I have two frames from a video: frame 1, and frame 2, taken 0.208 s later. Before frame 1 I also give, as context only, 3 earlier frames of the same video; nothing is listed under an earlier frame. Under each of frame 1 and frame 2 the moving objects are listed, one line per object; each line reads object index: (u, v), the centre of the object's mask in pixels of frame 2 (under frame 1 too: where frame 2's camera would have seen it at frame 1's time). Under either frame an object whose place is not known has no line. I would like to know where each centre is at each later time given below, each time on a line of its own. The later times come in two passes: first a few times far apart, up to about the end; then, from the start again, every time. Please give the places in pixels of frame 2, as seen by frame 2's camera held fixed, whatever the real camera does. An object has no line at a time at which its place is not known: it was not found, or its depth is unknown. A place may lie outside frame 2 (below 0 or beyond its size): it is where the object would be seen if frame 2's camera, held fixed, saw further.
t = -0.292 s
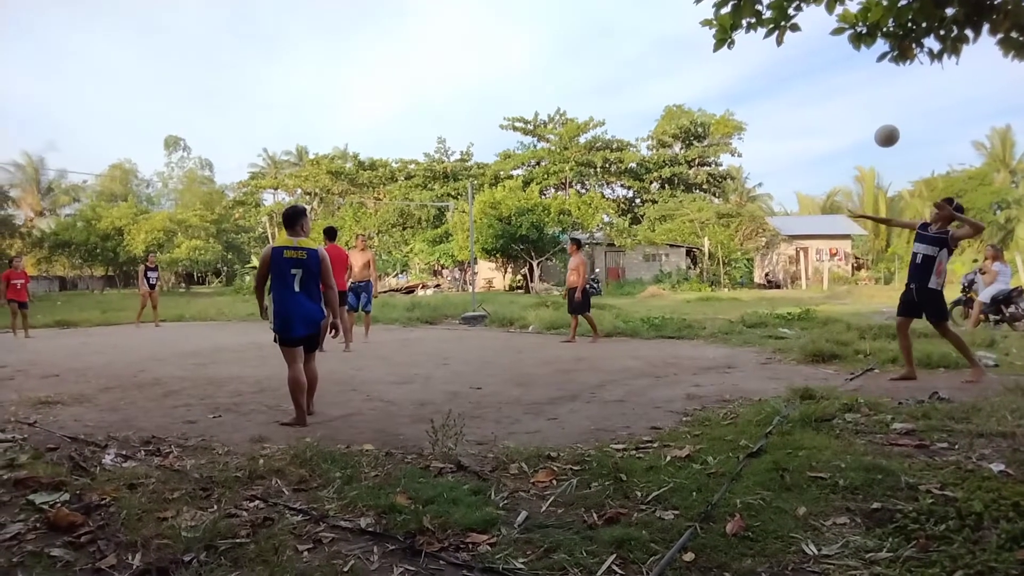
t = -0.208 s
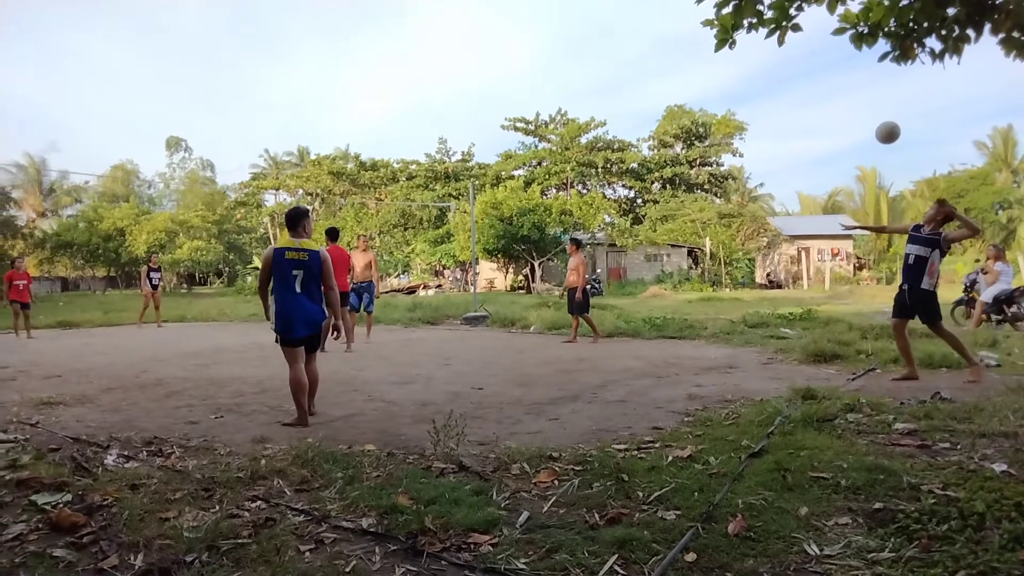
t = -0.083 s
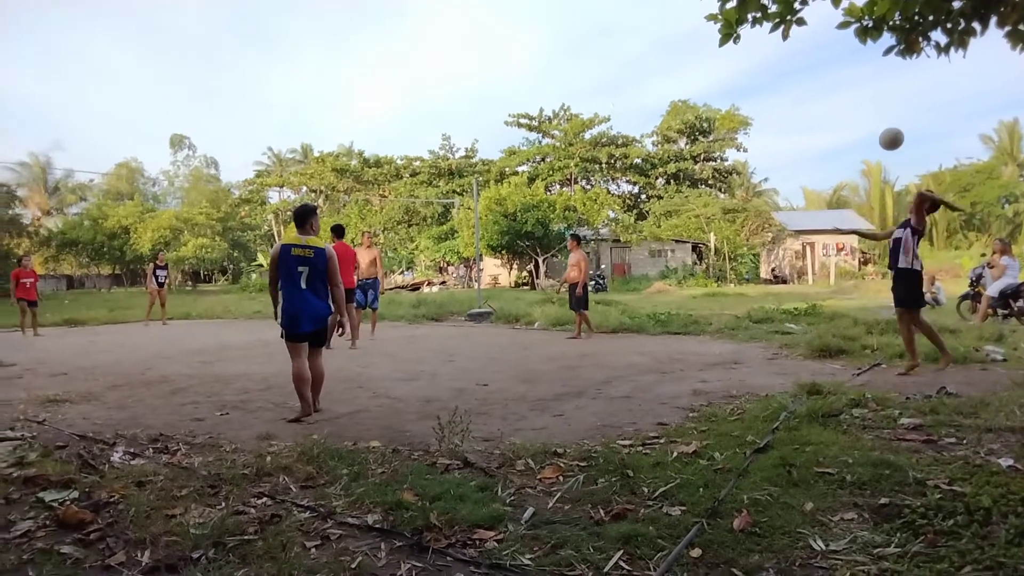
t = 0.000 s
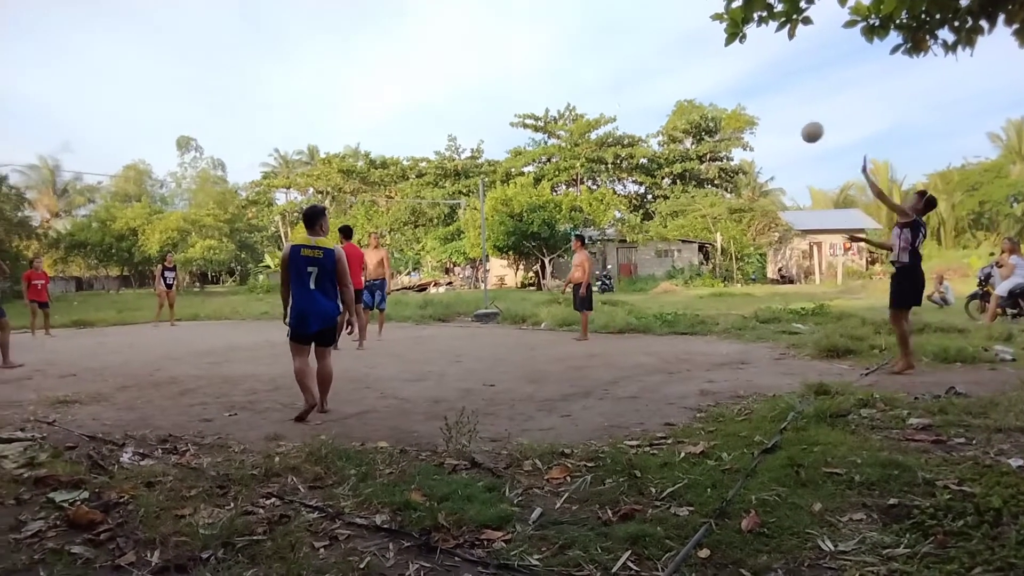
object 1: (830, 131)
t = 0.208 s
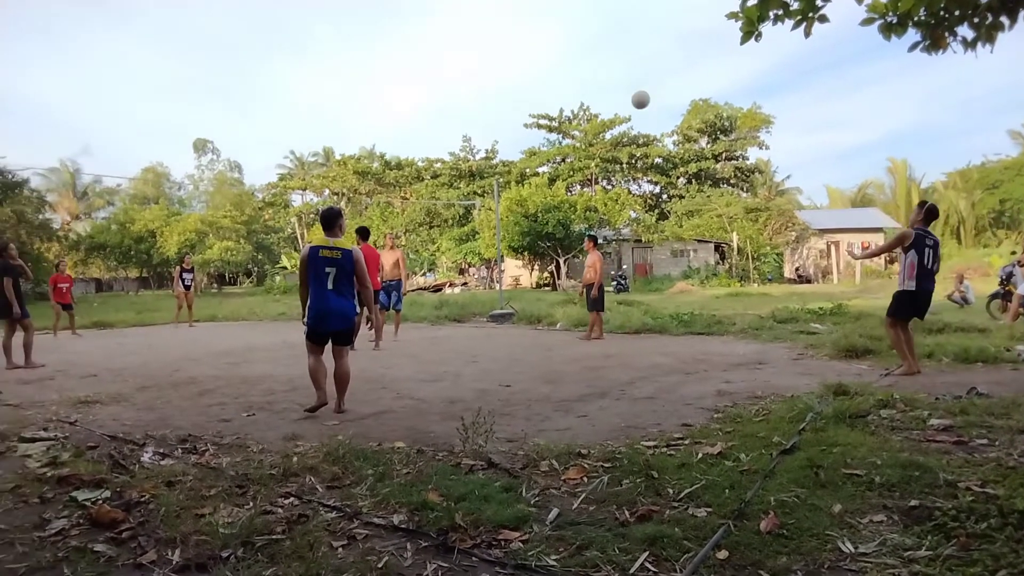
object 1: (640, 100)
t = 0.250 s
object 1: (610, 97)
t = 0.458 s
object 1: (483, 95)
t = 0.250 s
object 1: (610, 97)
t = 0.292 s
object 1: (581, 95)
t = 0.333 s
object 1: (554, 94)
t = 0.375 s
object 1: (529, 94)
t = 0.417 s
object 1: (505, 94)
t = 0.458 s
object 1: (483, 95)
